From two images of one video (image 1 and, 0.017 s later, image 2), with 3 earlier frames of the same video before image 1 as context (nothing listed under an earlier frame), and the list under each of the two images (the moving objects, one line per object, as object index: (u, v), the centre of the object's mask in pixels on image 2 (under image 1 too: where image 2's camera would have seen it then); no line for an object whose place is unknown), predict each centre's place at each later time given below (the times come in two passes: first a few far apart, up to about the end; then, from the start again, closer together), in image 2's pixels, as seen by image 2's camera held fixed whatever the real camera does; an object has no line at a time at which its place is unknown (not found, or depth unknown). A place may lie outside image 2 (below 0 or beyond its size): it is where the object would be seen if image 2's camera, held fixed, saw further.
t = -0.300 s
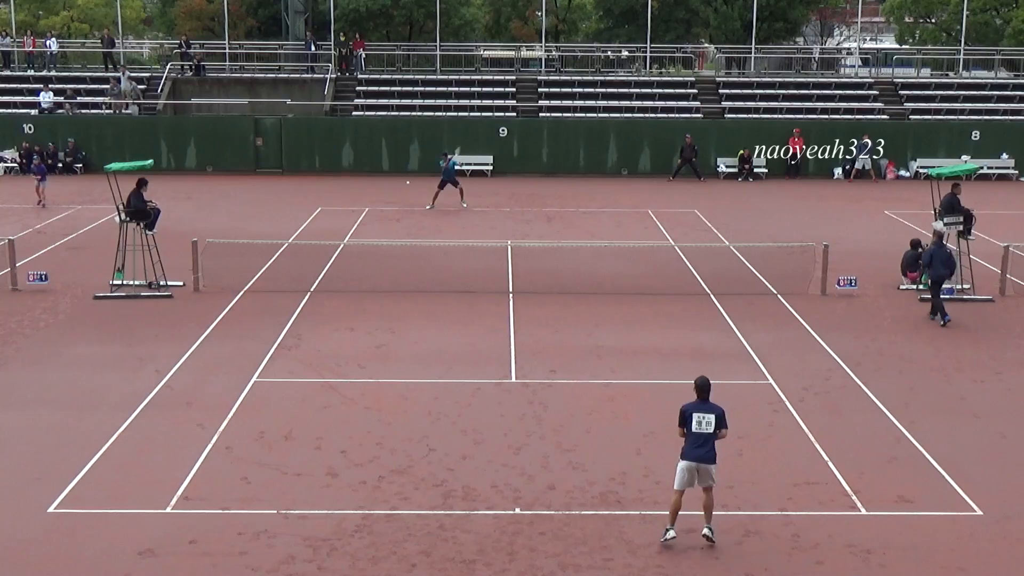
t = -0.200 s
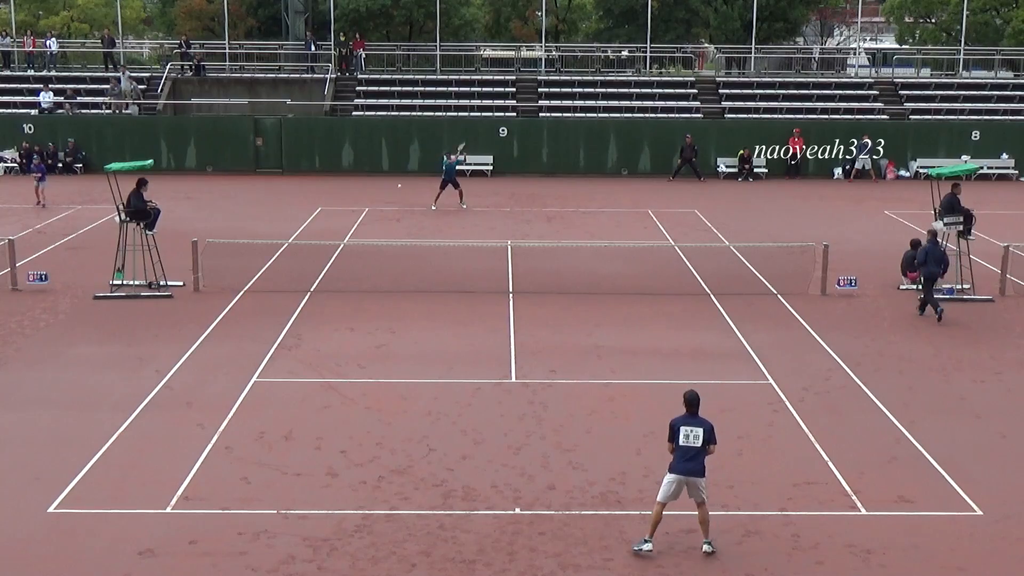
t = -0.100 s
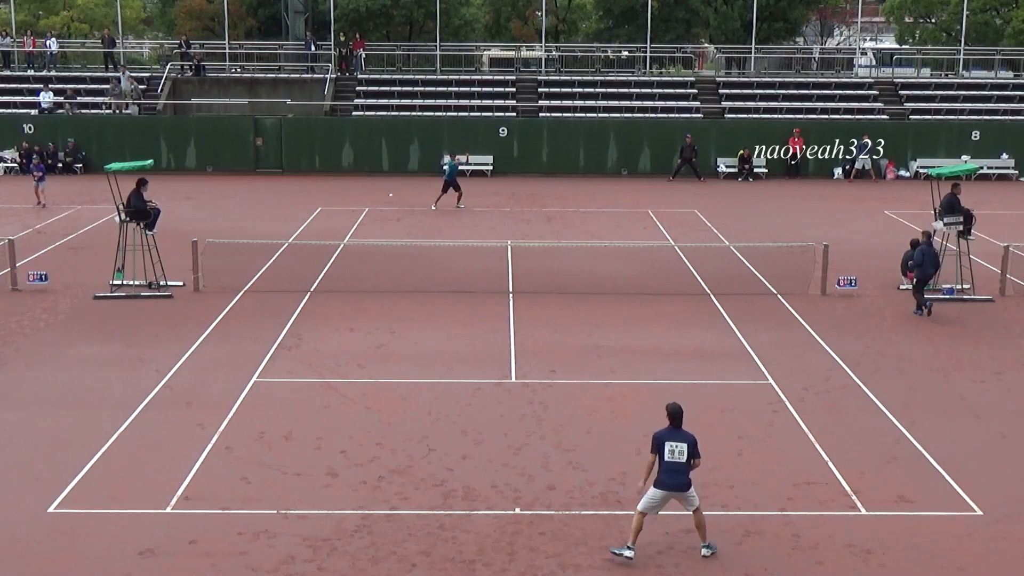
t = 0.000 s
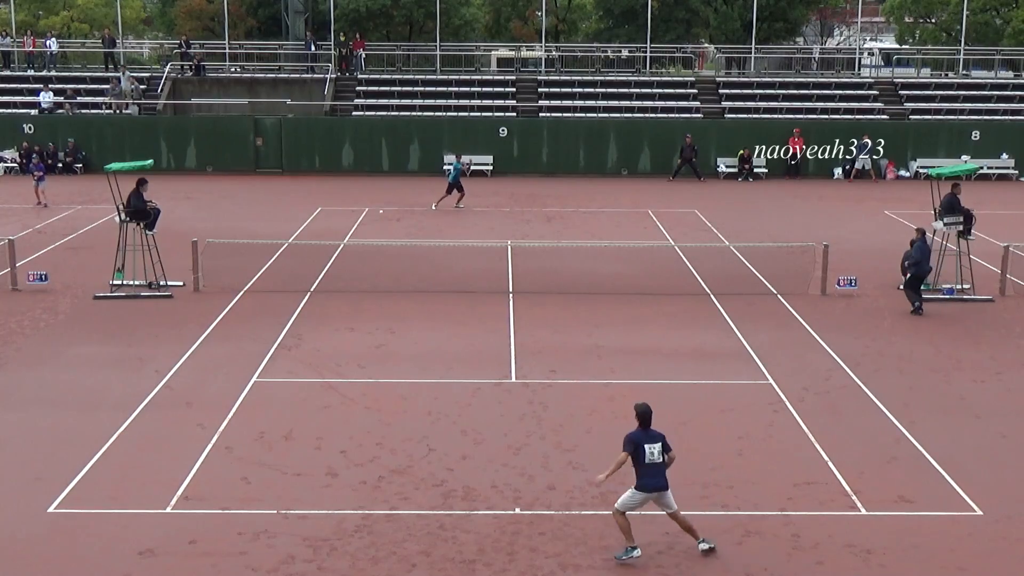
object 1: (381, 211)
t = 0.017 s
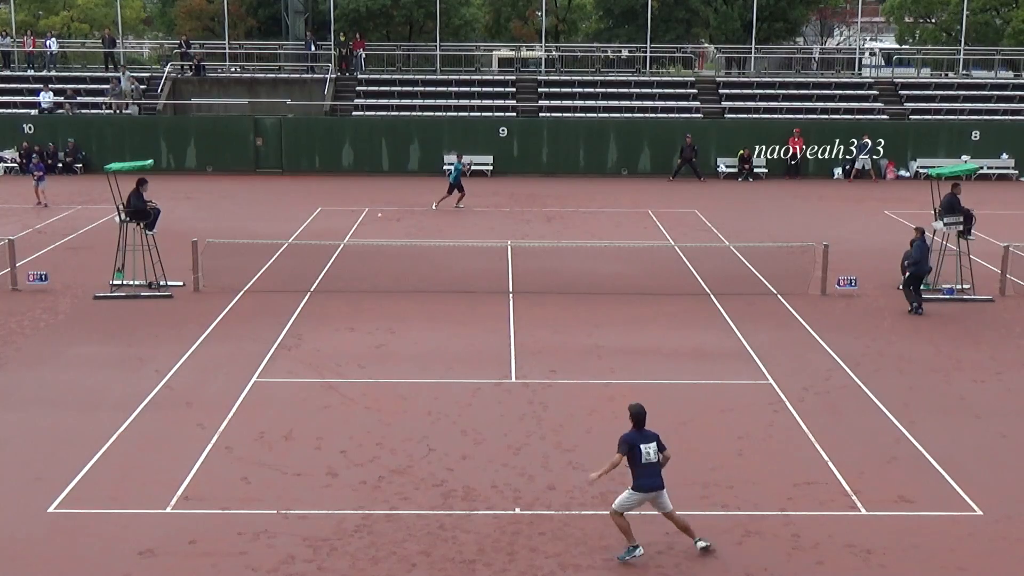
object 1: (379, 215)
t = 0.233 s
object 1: (354, 283)
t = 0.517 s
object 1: (316, 419)
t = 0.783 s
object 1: (293, 440)
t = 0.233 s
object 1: (354, 283)
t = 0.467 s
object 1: (321, 416)
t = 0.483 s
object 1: (319, 421)
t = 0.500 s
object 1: (318, 420)
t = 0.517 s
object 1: (316, 419)
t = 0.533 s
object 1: (314, 418)
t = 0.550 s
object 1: (313, 418)
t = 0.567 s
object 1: (311, 418)
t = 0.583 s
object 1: (310, 418)
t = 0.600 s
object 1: (309, 418)
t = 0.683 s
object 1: (300, 424)
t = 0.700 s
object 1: (299, 426)
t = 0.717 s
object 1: (298, 428)
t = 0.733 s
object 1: (297, 431)
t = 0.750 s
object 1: (295, 434)
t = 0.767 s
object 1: (294, 437)
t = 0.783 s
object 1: (293, 440)
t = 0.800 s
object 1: (291, 444)
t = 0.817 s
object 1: (290, 448)
